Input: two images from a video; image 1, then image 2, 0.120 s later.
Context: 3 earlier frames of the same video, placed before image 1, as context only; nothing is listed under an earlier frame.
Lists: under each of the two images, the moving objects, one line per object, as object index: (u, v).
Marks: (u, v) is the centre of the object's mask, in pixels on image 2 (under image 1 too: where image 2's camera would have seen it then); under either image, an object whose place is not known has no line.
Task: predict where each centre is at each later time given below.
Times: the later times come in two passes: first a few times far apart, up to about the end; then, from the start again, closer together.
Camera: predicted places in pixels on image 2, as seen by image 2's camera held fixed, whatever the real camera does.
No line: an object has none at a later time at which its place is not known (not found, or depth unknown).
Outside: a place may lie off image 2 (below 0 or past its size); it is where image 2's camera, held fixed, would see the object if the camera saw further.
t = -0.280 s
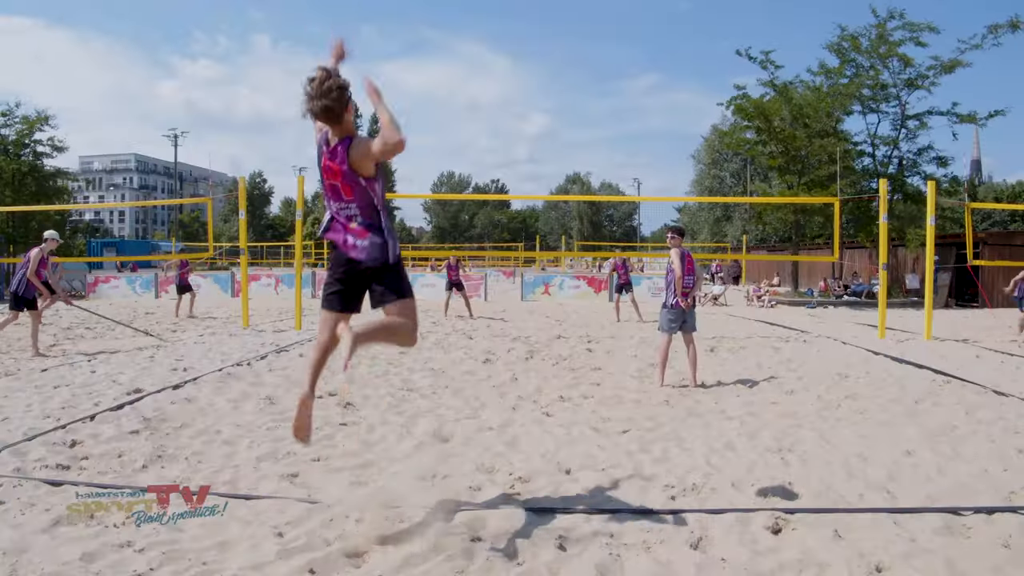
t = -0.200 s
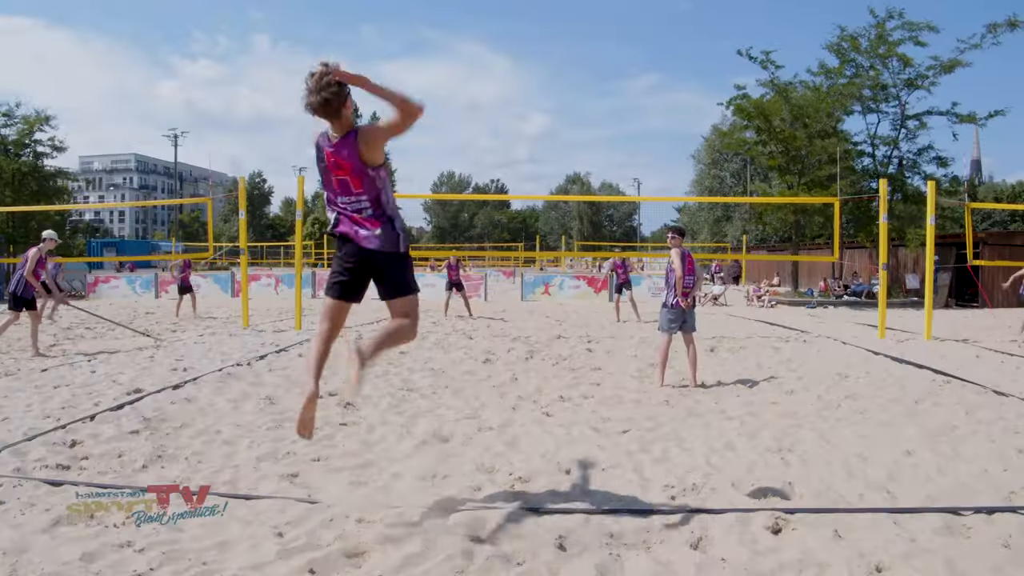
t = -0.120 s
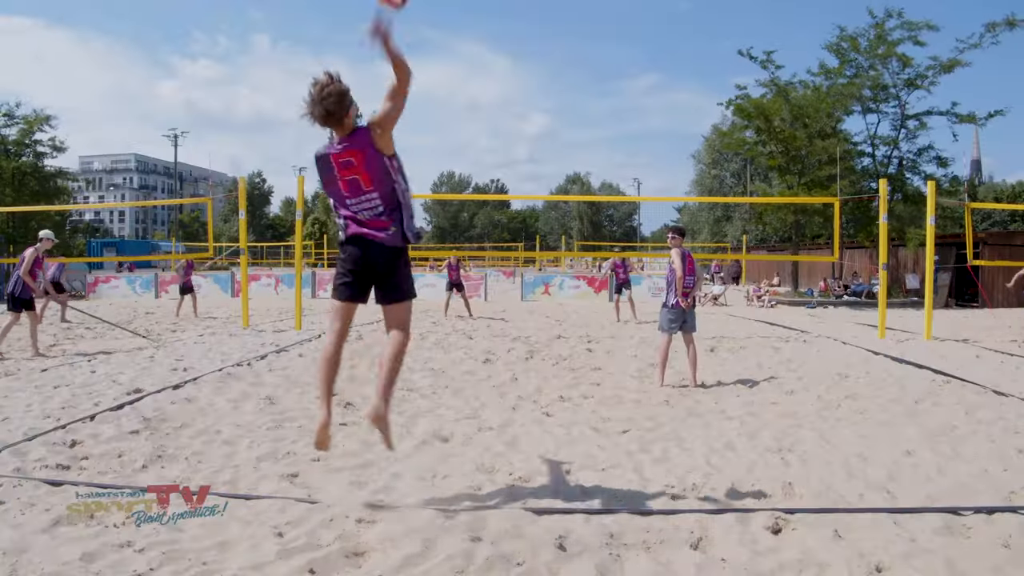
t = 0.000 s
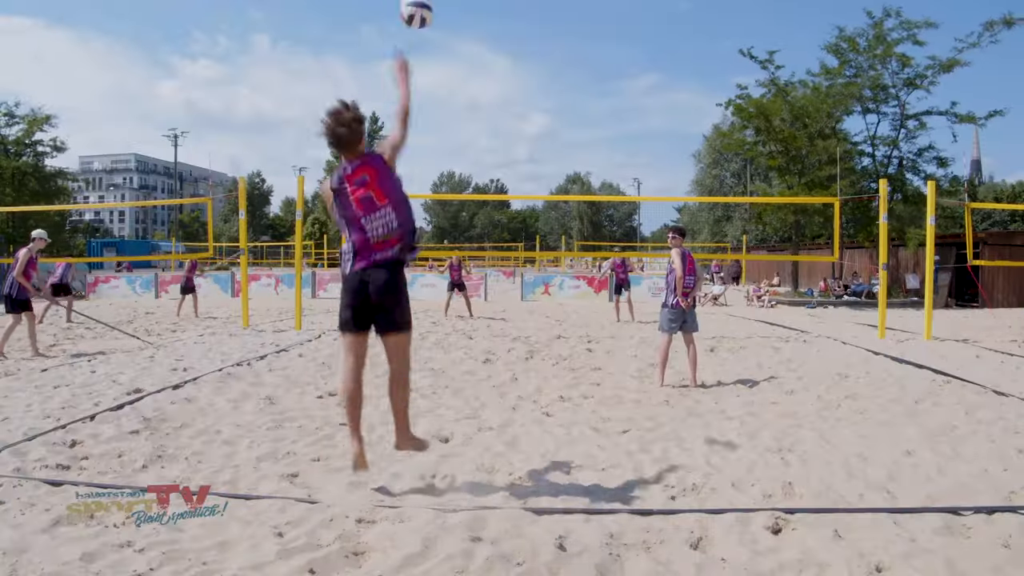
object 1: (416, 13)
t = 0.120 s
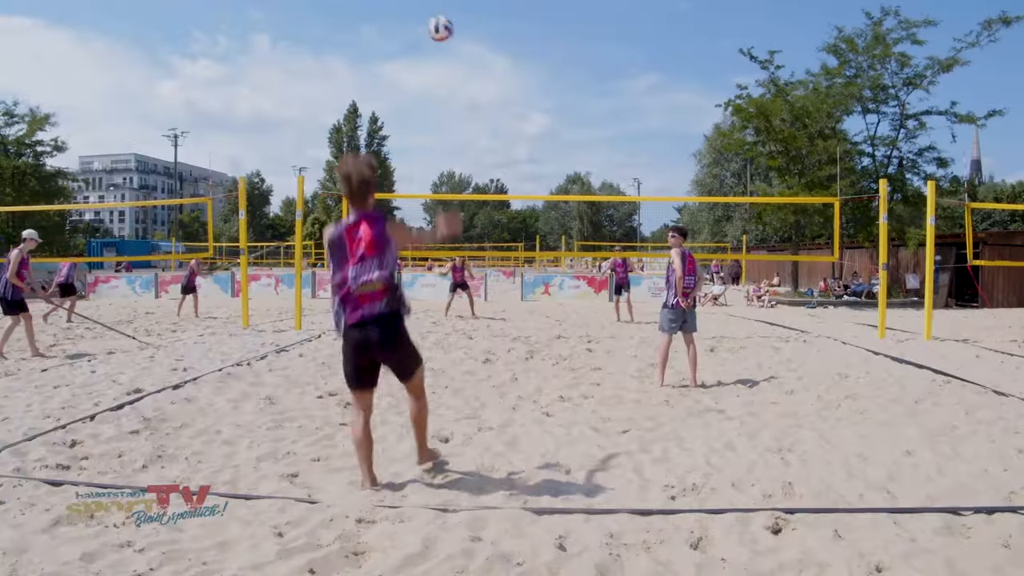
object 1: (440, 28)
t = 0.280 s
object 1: (464, 62)
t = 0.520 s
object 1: (489, 119)
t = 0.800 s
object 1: (516, 190)
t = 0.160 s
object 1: (447, 36)
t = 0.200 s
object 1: (453, 46)
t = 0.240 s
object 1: (458, 53)
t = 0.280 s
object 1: (464, 62)
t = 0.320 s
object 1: (469, 71)
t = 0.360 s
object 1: (474, 81)
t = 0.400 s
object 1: (478, 90)
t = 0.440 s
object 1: (481, 100)
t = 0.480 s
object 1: (486, 109)
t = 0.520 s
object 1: (489, 119)
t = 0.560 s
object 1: (494, 128)
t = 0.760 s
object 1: (513, 183)
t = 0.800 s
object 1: (516, 190)
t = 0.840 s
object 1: (521, 205)
